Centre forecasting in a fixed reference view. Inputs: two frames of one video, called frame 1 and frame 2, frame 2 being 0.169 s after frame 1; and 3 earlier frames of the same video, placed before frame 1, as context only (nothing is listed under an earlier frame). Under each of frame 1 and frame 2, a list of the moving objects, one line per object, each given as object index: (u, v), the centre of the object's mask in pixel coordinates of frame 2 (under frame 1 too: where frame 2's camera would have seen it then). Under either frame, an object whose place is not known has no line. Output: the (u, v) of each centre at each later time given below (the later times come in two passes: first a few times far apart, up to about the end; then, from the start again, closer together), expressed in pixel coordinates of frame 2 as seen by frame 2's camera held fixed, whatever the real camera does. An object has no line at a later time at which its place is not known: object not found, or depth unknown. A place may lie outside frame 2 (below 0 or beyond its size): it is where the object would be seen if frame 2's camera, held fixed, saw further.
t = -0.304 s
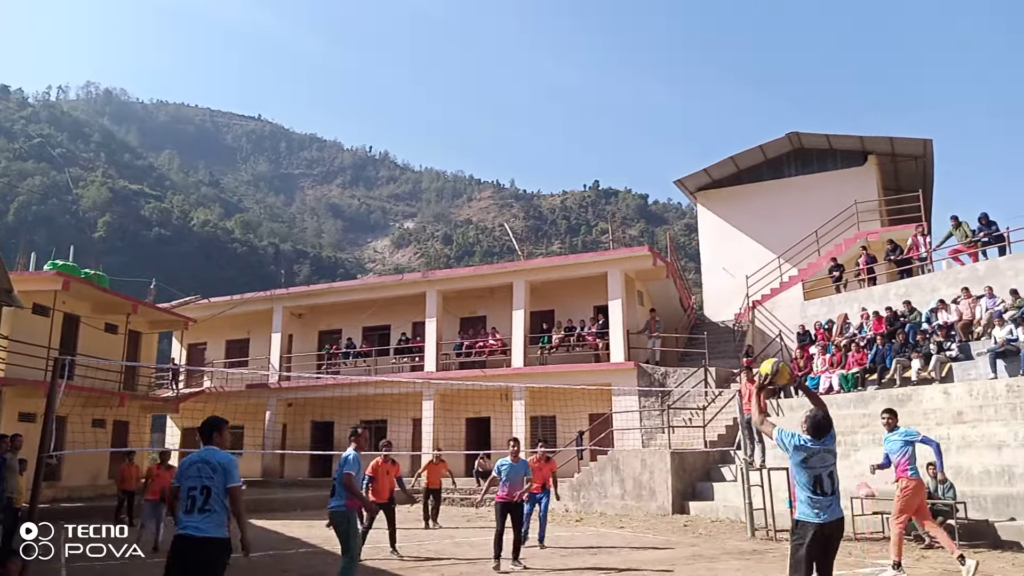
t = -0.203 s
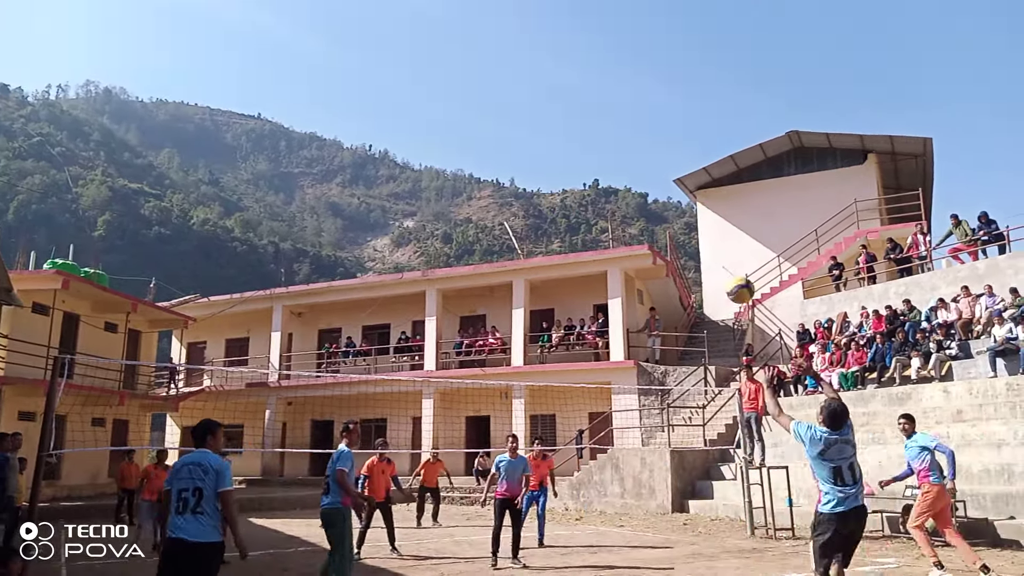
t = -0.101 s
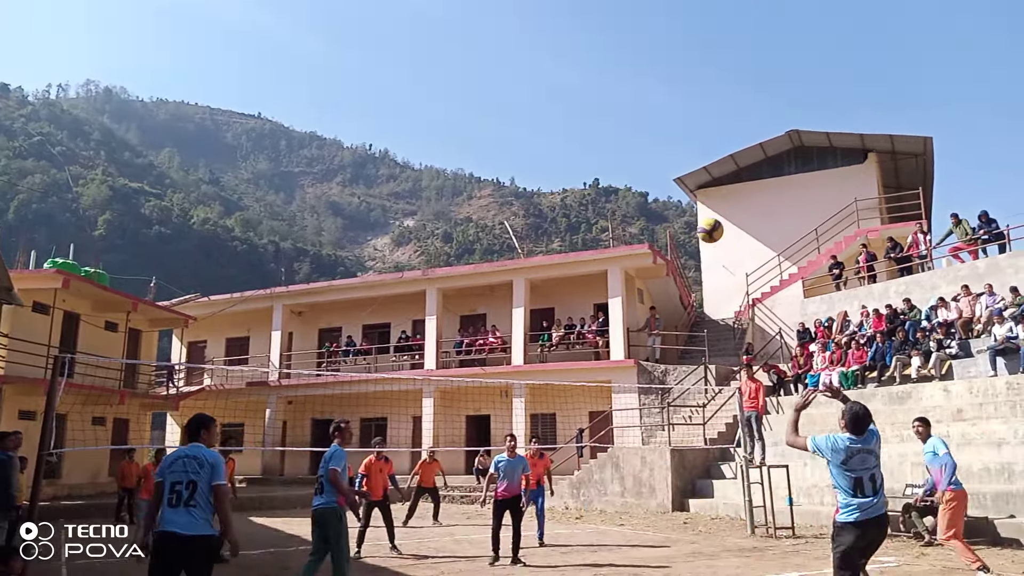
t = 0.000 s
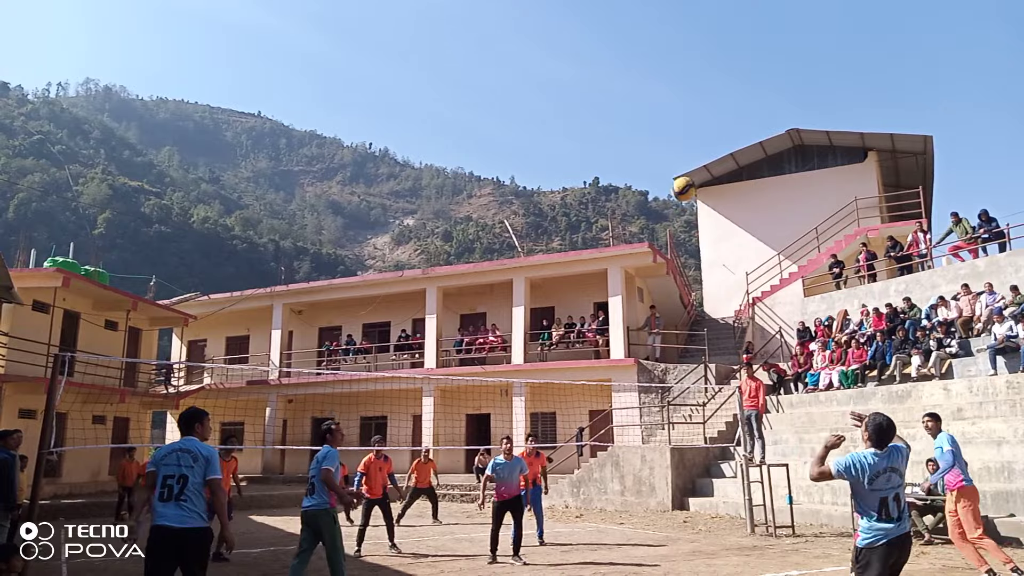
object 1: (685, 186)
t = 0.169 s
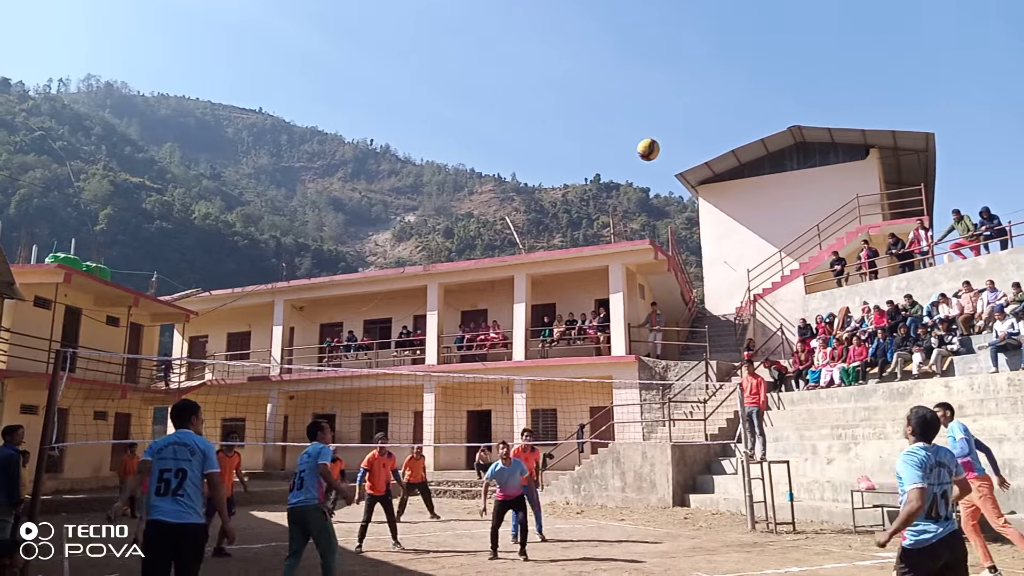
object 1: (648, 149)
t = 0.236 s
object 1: (635, 144)
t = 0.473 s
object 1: (596, 158)
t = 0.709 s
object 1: (565, 215)
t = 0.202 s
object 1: (641, 146)
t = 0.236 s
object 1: (635, 144)
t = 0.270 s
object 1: (629, 143)
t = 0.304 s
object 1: (623, 143)
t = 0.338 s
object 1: (617, 144)
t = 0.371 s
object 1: (612, 146)
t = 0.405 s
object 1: (607, 149)
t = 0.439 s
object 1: (602, 153)
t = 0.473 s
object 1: (596, 158)
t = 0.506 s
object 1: (592, 164)
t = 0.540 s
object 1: (587, 171)
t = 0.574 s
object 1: (583, 177)
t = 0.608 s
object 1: (579, 186)
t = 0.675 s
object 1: (569, 205)
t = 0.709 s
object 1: (565, 215)
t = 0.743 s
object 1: (561, 226)
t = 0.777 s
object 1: (556, 238)
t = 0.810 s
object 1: (553, 251)
